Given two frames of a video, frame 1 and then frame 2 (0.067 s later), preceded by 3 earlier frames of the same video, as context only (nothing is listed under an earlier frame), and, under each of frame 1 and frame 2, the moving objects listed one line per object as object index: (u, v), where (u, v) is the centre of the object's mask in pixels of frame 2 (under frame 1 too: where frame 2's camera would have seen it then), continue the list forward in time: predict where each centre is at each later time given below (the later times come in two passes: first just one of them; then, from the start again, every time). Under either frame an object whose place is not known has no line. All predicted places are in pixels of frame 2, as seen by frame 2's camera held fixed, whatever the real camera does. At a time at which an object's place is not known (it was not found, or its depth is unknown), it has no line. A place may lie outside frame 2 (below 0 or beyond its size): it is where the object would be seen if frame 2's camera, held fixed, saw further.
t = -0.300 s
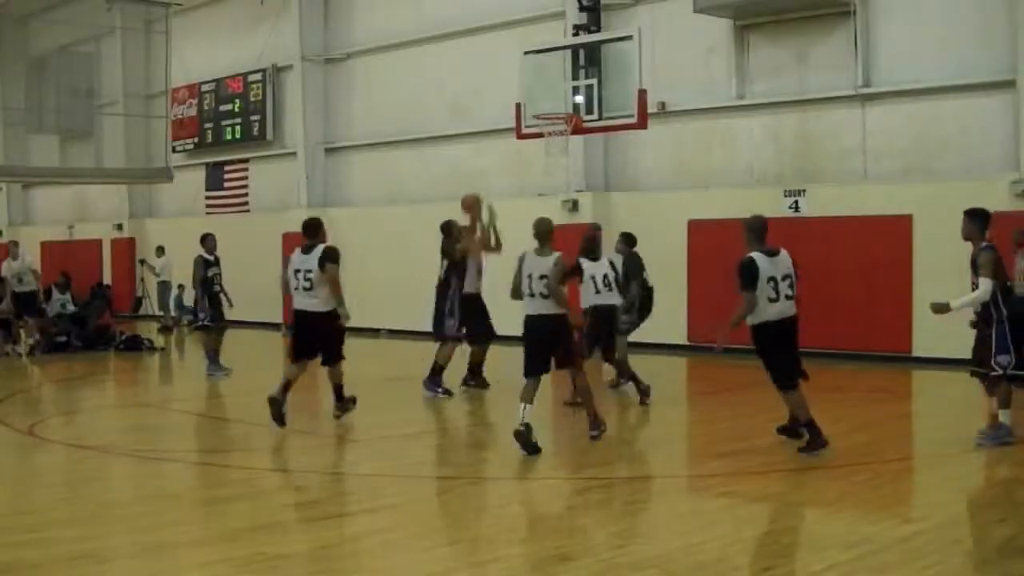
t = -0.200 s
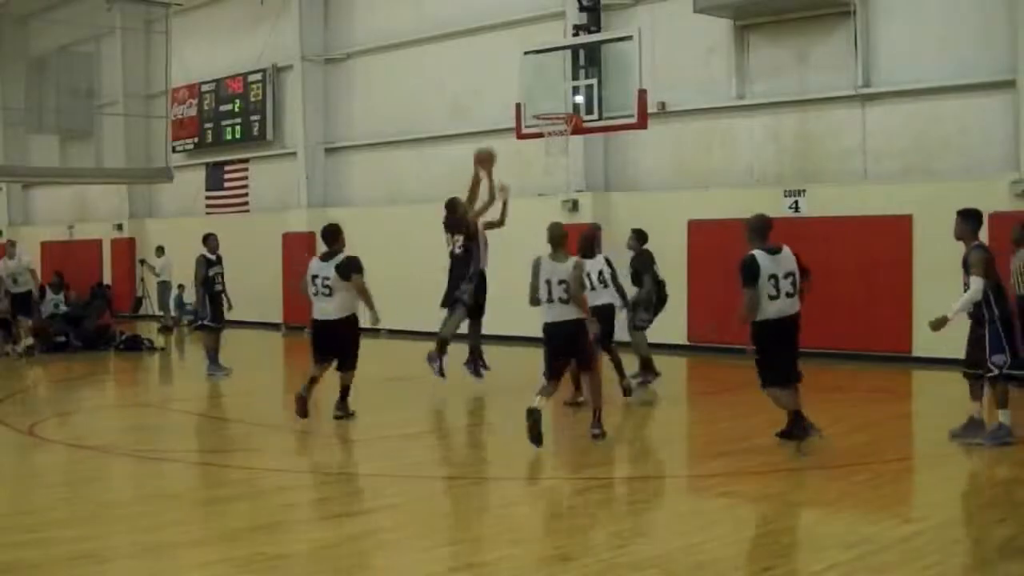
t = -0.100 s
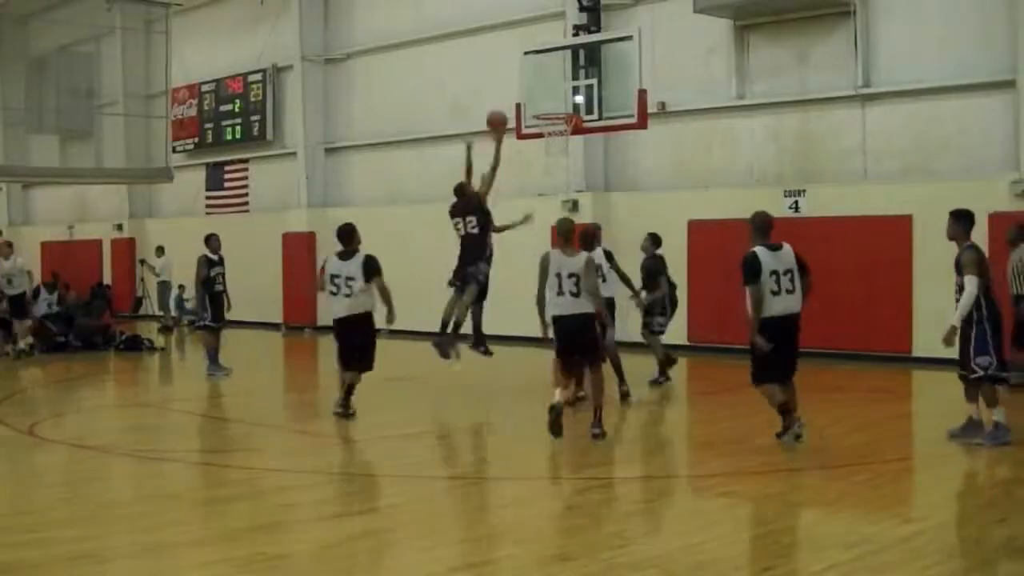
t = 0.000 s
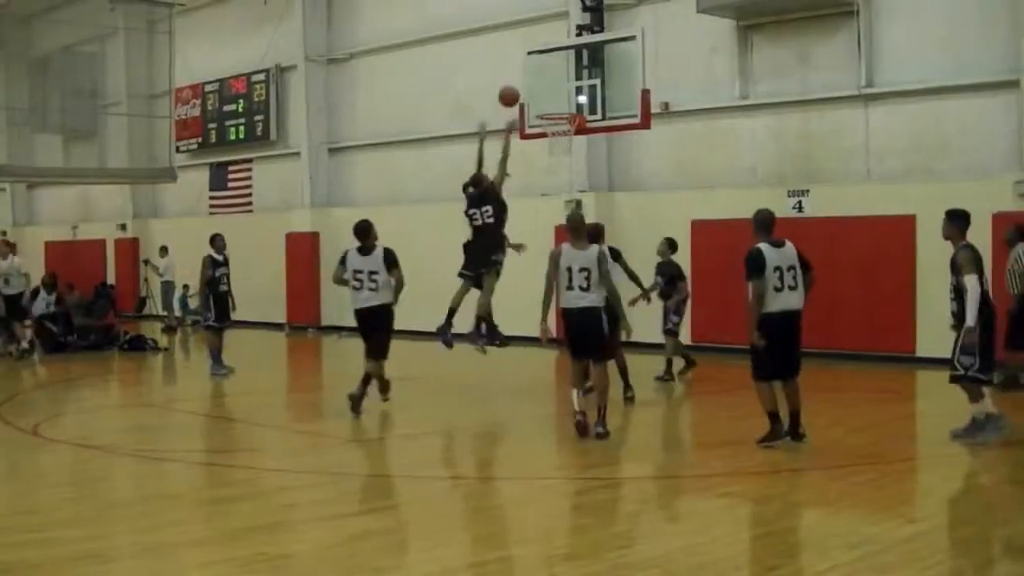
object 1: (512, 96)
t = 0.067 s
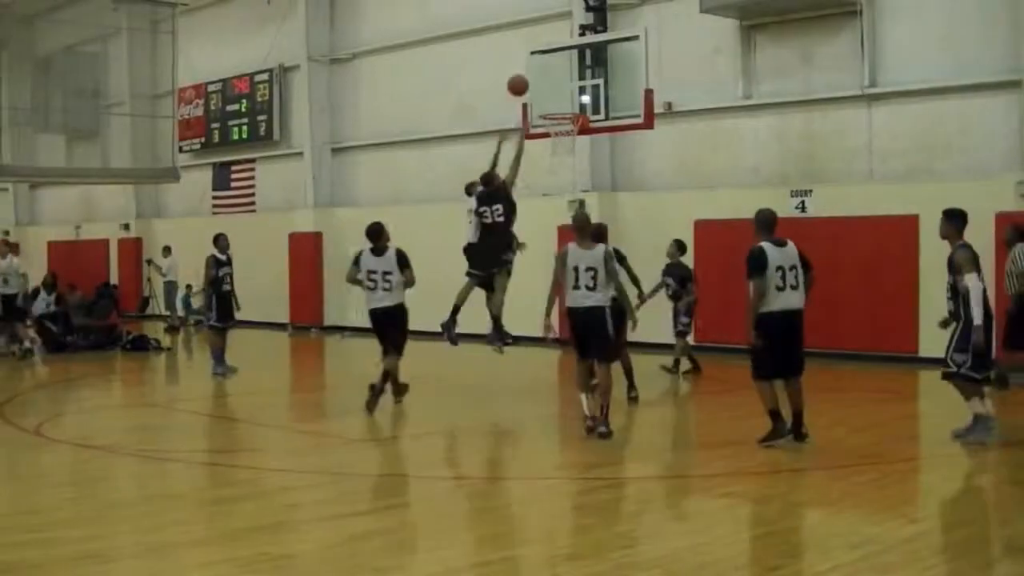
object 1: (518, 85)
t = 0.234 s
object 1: (531, 75)
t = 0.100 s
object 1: (520, 81)
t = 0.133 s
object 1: (523, 78)
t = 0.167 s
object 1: (526, 76)
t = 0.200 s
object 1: (529, 75)
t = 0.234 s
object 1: (531, 75)
